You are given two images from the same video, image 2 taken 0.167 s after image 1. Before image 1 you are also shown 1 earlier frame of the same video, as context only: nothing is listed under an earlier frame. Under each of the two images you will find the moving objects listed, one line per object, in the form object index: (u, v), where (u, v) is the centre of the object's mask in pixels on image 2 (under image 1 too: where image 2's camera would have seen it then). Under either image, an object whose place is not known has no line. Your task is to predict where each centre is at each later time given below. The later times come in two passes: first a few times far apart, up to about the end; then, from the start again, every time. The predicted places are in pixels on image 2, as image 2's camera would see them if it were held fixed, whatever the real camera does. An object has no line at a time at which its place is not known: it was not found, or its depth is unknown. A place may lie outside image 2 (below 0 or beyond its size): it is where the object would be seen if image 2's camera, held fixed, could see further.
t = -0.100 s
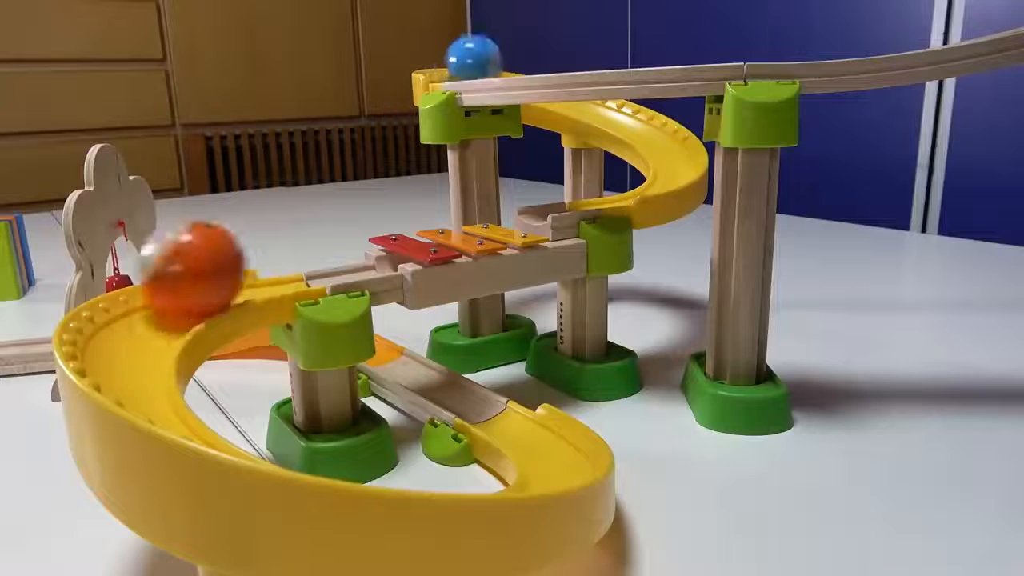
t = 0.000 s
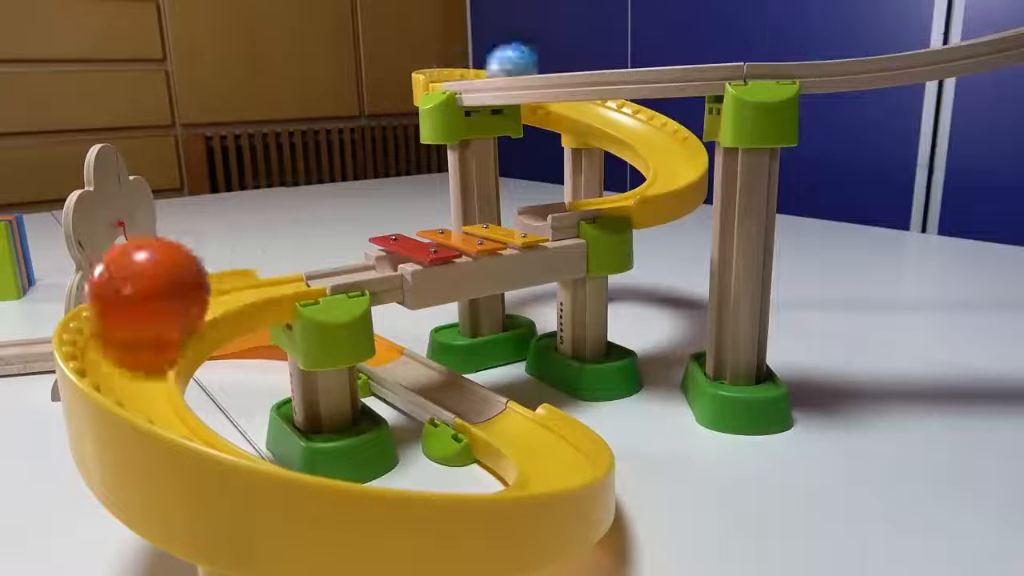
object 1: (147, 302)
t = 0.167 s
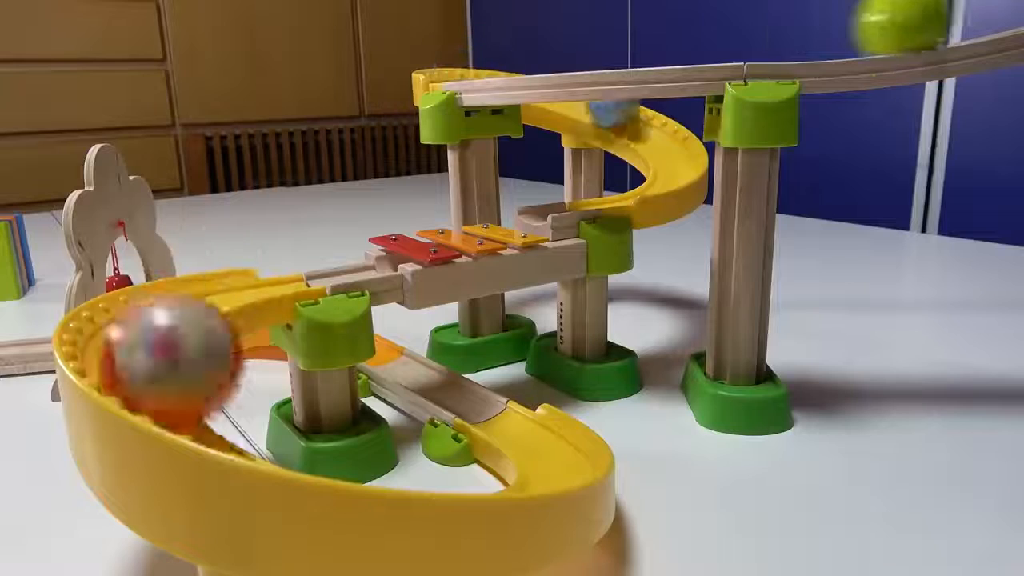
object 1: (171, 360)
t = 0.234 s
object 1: (241, 394)
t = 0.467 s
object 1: (555, 439)
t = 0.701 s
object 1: (425, 356)
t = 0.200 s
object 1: (202, 376)
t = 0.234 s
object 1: (241, 394)
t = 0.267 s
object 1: (293, 415)
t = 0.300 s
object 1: (350, 429)
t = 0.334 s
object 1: (409, 436)
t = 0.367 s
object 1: (465, 443)
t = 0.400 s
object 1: (509, 444)
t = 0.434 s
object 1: (542, 443)
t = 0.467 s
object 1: (555, 439)
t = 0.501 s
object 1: (554, 431)
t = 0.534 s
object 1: (537, 416)
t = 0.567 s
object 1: (514, 402)
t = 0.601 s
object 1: (487, 388)
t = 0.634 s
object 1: (466, 377)
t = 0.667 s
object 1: (440, 364)
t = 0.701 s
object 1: (425, 356)
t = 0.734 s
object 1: (408, 349)
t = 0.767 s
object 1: (398, 341)
